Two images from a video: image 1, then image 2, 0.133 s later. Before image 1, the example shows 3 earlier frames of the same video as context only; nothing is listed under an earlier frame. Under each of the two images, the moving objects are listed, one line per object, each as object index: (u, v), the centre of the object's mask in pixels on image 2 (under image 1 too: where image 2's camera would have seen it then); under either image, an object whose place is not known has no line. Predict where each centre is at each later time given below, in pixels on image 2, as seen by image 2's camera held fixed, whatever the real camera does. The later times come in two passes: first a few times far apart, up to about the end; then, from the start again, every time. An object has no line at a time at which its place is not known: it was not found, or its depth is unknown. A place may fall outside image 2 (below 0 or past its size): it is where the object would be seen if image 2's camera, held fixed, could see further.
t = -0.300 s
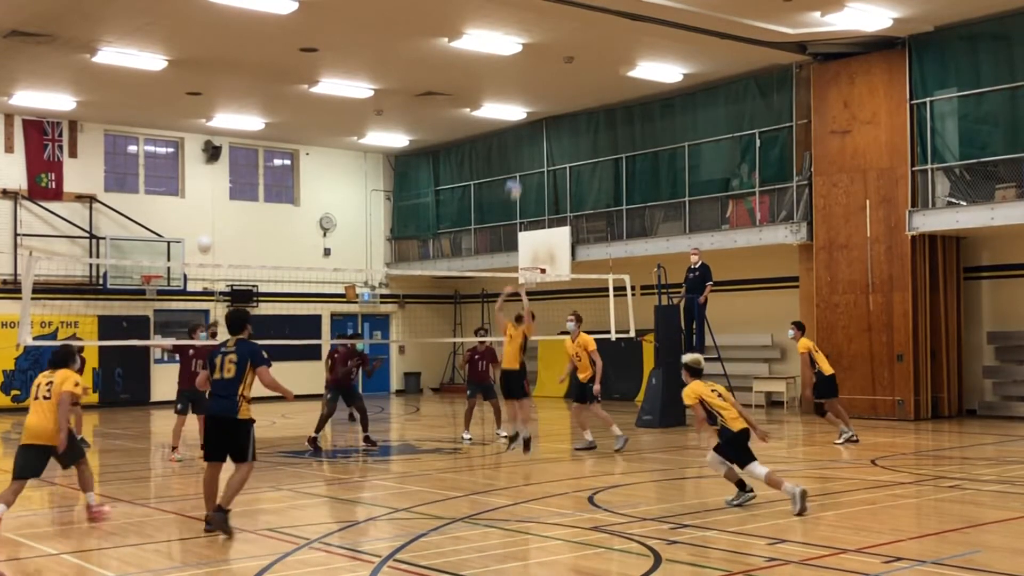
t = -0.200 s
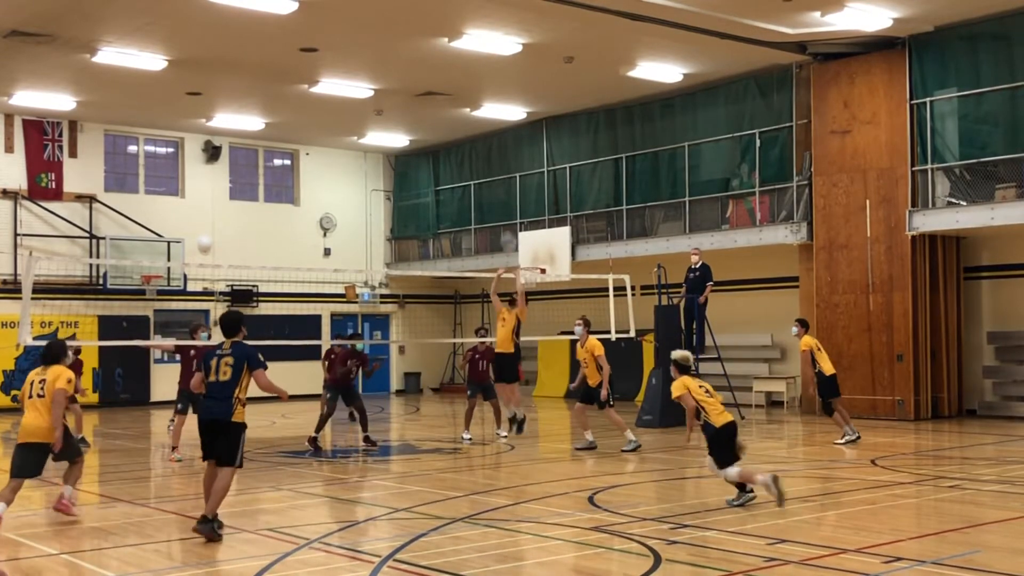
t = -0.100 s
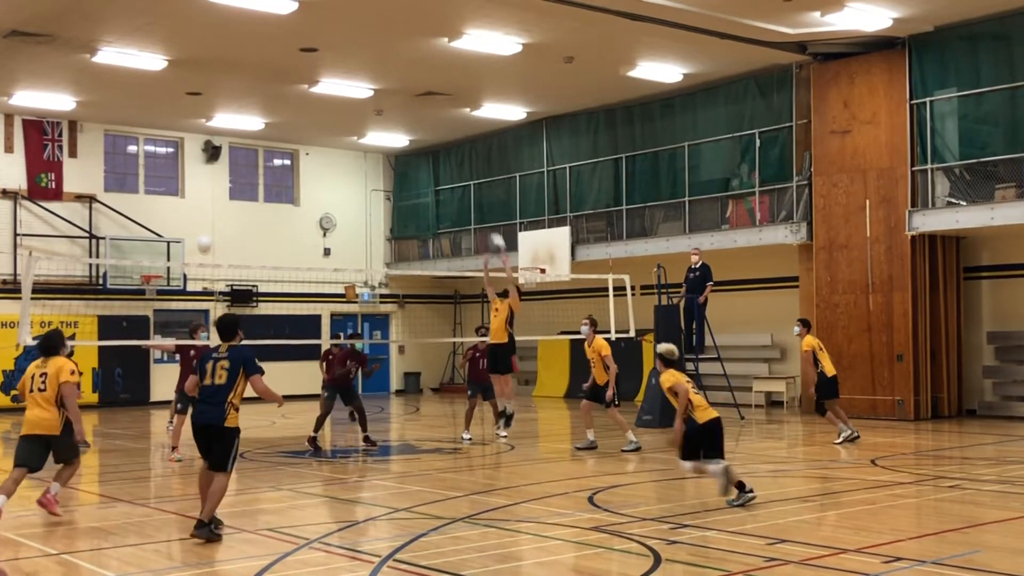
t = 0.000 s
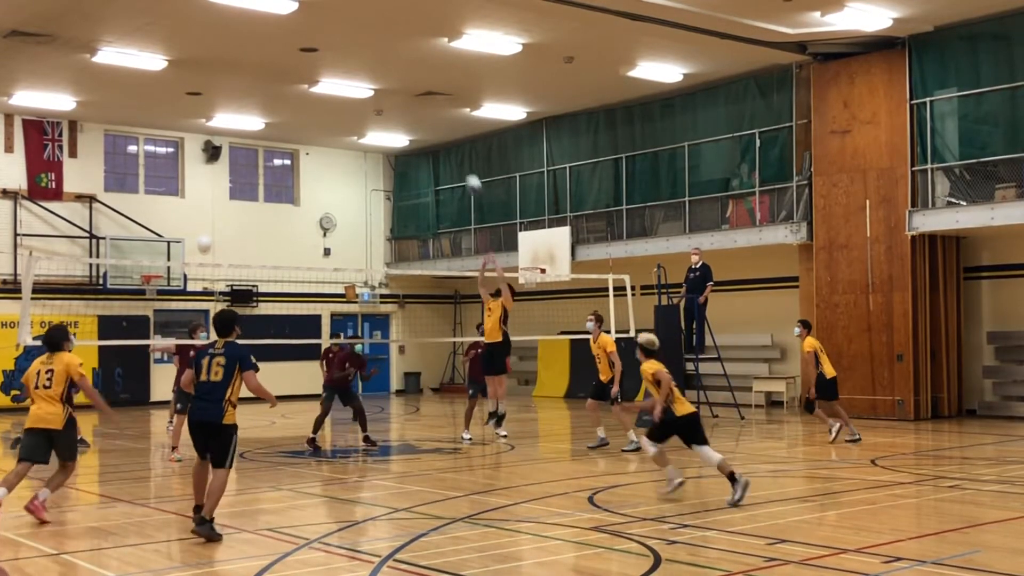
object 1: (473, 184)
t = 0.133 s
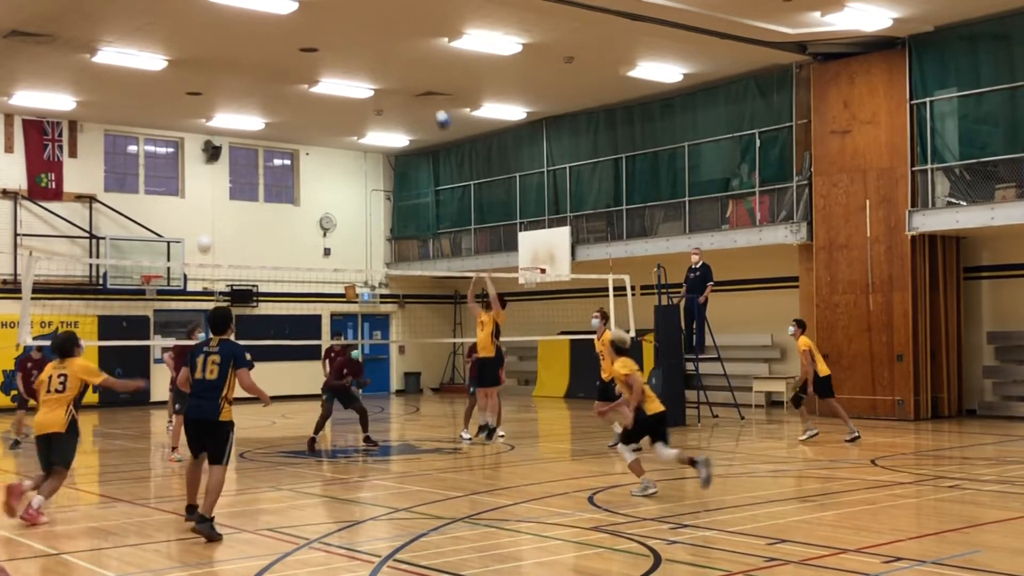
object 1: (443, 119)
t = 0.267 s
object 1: (414, 71)
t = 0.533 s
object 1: (357, 17)
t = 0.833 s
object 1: (293, 27)
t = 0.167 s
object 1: (435, 106)
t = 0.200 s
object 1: (429, 93)
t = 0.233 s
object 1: (422, 82)
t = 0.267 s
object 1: (414, 71)
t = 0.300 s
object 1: (407, 61)
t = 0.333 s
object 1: (400, 52)
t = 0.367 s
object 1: (393, 44)
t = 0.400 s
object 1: (386, 37)
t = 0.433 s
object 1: (379, 31)
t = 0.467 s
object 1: (372, 25)
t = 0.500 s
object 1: (364, 20)
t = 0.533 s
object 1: (357, 17)
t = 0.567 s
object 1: (350, 15)
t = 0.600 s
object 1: (343, 13)
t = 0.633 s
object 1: (336, 12)
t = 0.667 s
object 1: (328, 13)
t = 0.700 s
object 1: (321, 14)
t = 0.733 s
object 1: (314, 16)
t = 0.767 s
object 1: (307, 18)
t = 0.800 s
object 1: (300, 23)
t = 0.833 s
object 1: (293, 27)
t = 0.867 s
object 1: (286, 33)
